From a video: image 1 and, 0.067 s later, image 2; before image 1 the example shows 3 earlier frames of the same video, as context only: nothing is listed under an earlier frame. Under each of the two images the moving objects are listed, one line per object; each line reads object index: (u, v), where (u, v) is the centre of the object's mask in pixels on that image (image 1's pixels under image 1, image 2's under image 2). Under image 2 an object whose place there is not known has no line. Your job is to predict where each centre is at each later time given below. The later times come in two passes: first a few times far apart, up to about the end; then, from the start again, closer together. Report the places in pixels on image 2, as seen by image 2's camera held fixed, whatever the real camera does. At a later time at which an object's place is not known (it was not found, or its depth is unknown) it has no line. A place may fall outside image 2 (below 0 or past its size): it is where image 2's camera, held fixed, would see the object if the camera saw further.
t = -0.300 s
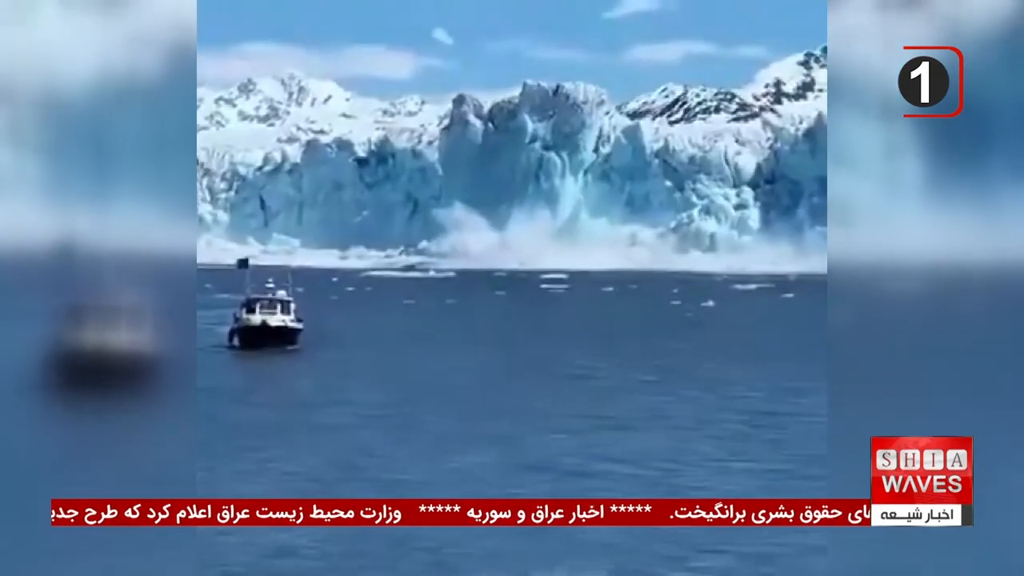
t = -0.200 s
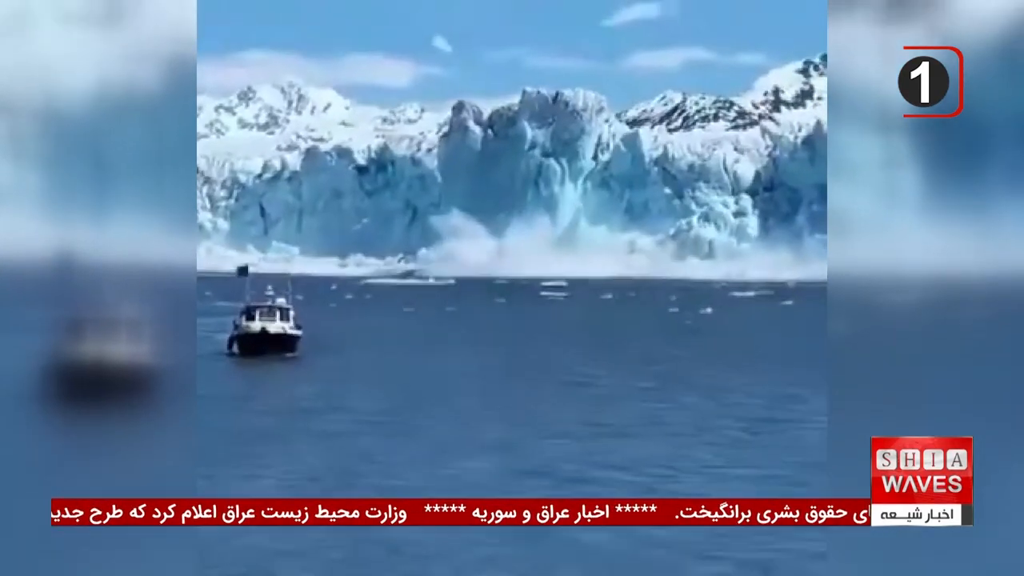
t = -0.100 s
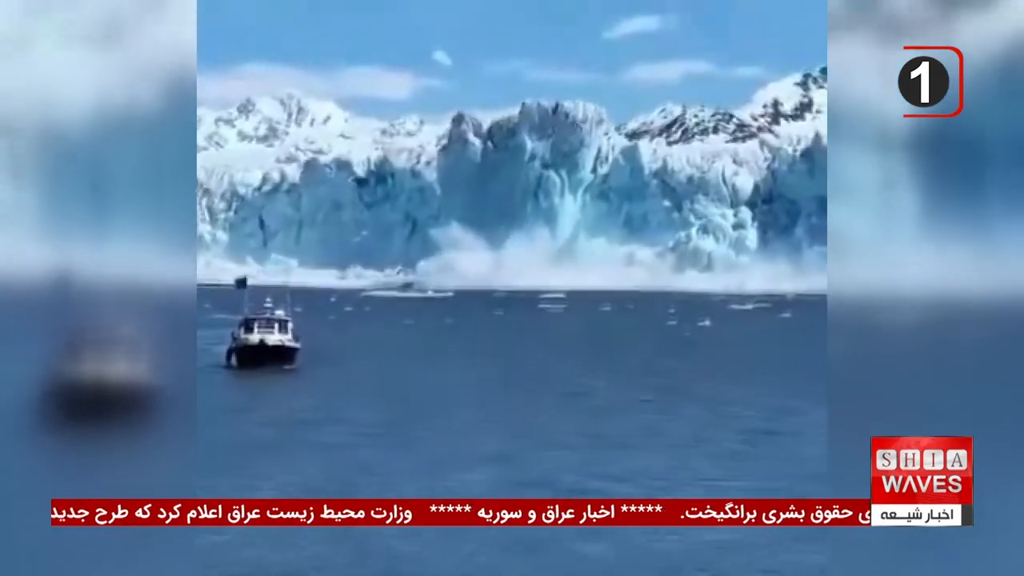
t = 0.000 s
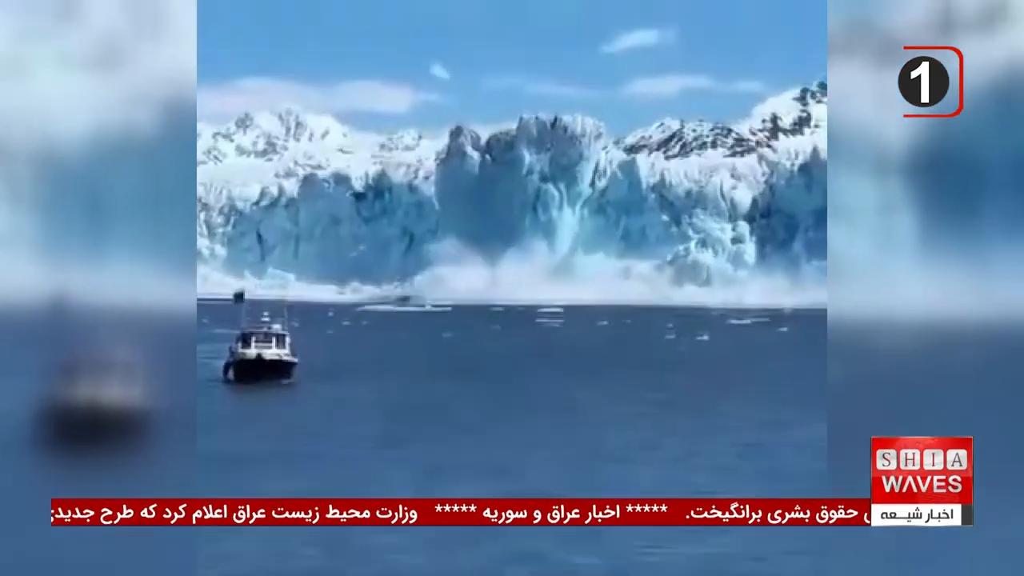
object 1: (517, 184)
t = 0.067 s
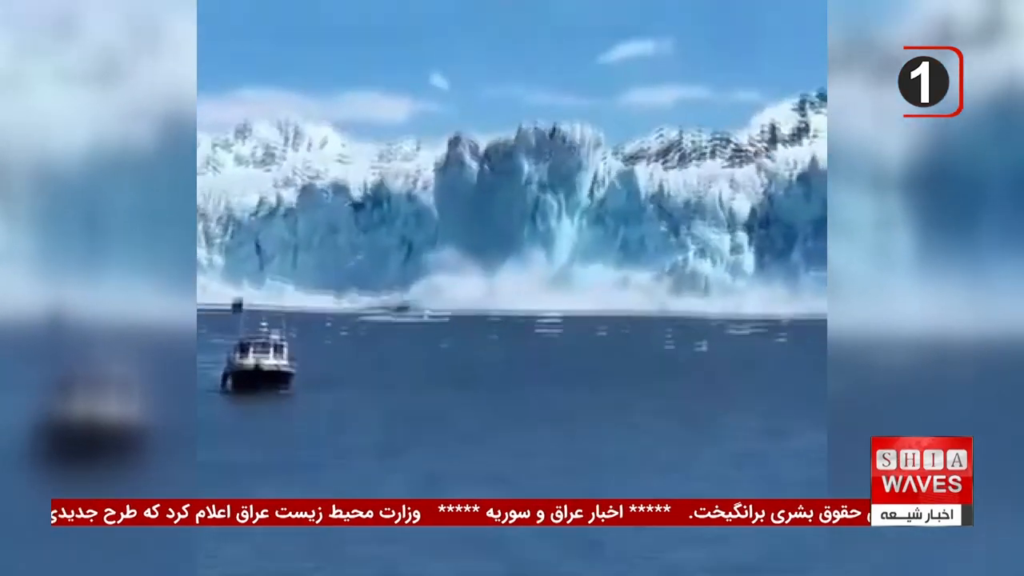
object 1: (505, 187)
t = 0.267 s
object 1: (486, 198)
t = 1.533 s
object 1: (487, 198)
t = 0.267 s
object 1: (486, 198)
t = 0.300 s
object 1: (487, 198)
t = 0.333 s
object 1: (487, 198)
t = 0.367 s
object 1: (486, 198)
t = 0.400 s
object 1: (487, 199)
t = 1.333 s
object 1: (487, 200)
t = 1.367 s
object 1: (488, 200)
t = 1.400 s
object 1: (487, 200)
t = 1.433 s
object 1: (486, 199)
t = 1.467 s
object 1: (487, 200)
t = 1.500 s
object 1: (487, 199)
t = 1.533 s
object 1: (487, 198)
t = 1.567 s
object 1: (486, 199)
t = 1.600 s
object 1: (487, 198)
